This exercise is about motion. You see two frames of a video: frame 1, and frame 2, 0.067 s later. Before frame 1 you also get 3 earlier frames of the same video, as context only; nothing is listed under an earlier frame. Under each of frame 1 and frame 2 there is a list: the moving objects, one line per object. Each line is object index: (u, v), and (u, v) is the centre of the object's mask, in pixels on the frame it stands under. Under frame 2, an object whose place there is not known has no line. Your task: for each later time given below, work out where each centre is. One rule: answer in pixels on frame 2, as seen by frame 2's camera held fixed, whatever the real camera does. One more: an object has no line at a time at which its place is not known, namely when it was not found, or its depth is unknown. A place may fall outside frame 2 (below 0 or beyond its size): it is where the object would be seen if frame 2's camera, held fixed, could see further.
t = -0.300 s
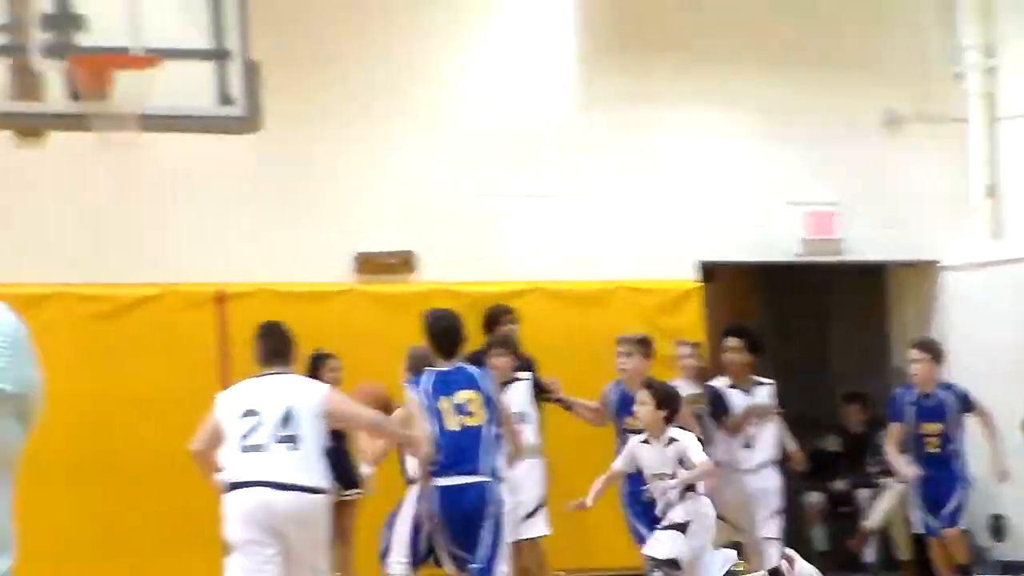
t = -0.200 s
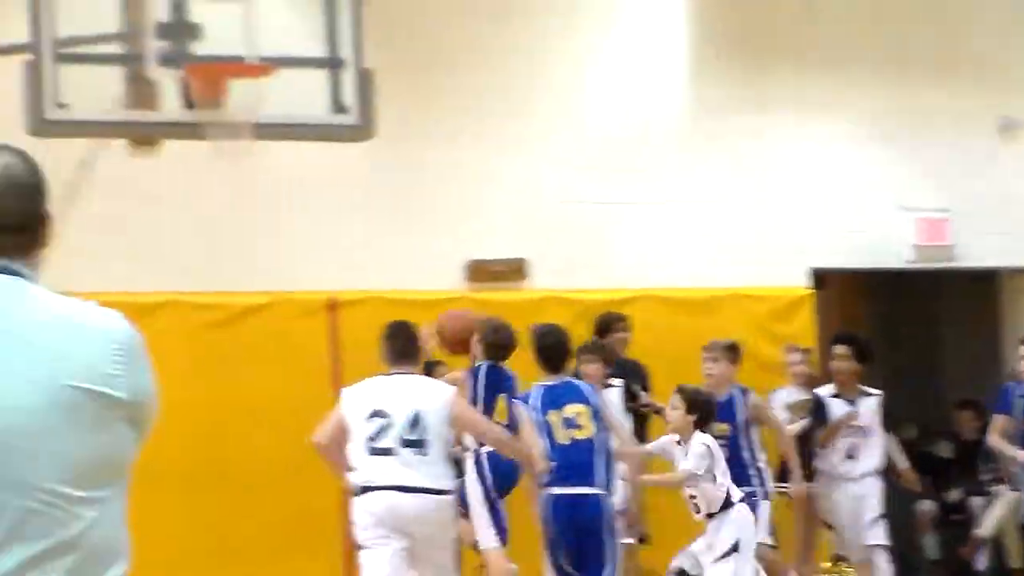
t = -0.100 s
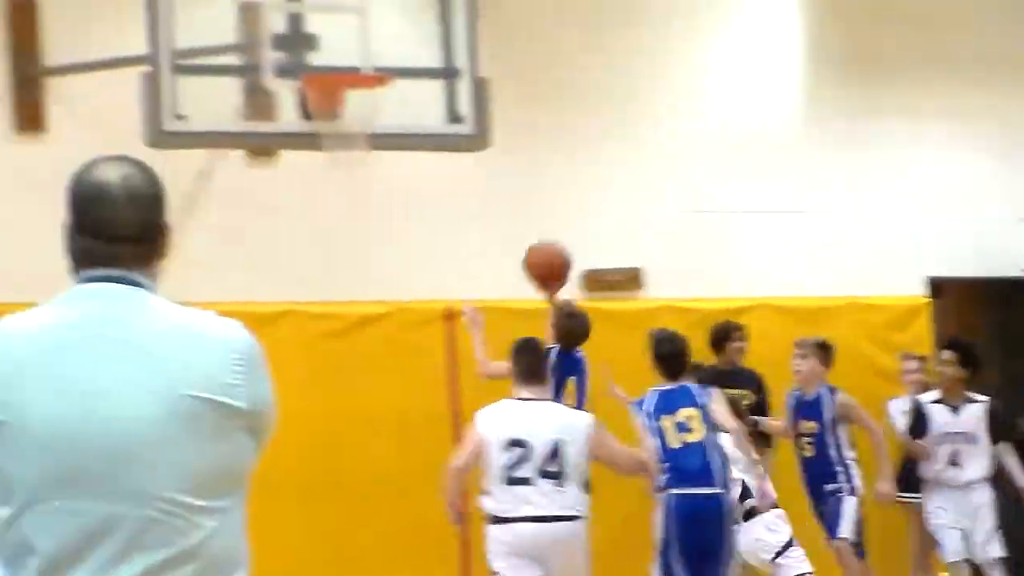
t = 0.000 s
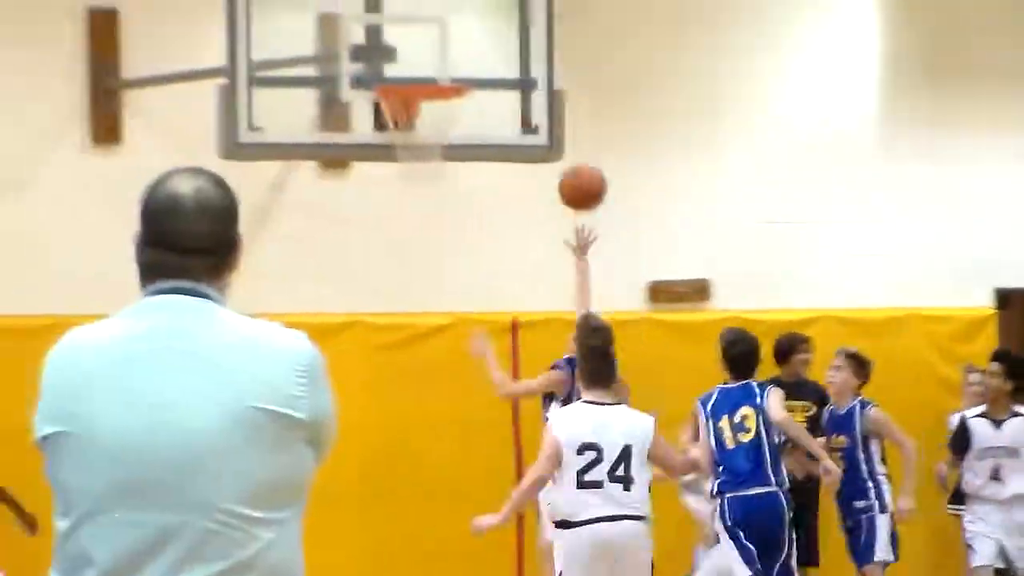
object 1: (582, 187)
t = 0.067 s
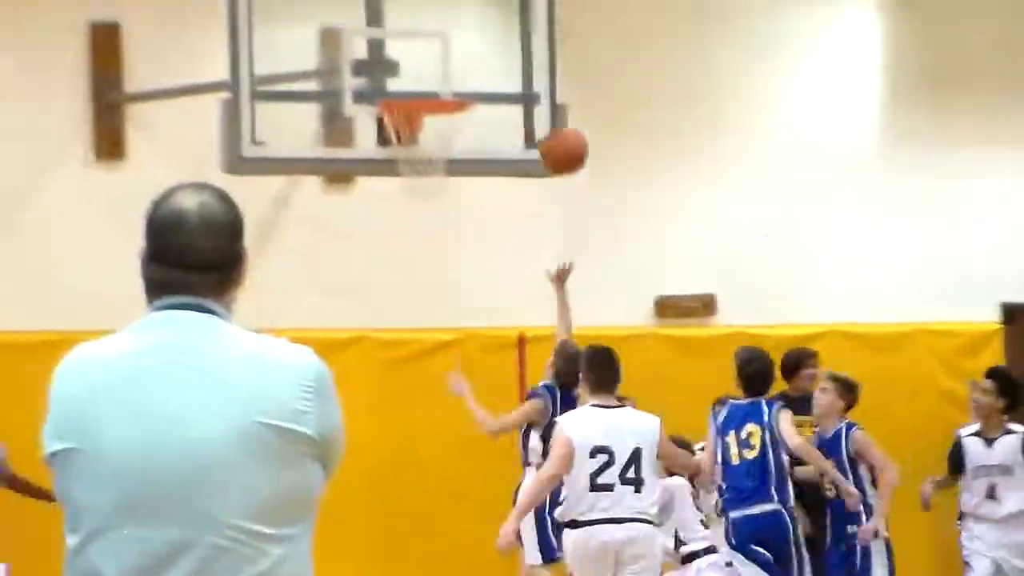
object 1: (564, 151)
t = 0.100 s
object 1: (552, 130)
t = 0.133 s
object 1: (541, 110)
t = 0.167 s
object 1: (529, 93)
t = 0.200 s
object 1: (519, 78)
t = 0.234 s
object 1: (508, 63)
